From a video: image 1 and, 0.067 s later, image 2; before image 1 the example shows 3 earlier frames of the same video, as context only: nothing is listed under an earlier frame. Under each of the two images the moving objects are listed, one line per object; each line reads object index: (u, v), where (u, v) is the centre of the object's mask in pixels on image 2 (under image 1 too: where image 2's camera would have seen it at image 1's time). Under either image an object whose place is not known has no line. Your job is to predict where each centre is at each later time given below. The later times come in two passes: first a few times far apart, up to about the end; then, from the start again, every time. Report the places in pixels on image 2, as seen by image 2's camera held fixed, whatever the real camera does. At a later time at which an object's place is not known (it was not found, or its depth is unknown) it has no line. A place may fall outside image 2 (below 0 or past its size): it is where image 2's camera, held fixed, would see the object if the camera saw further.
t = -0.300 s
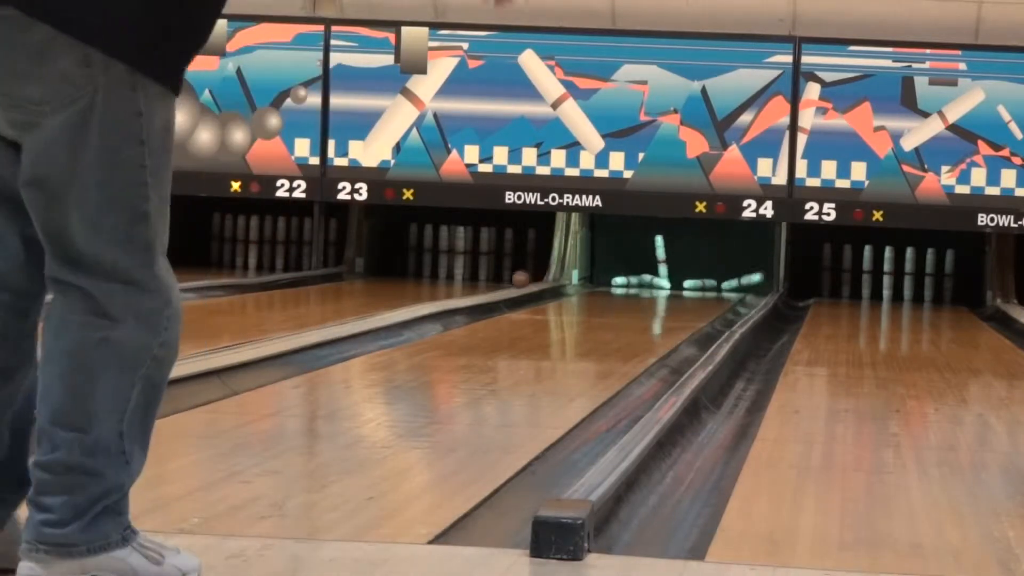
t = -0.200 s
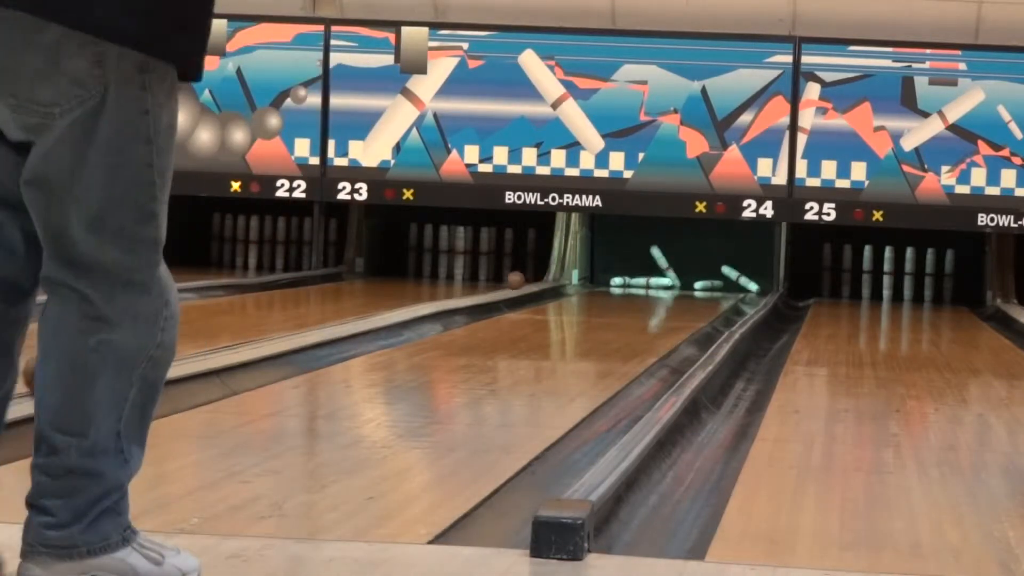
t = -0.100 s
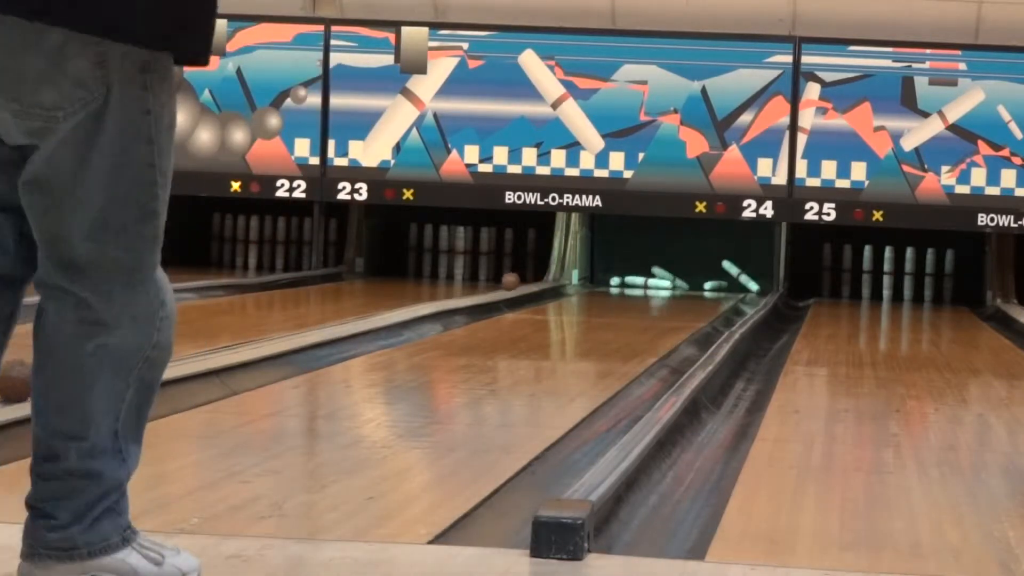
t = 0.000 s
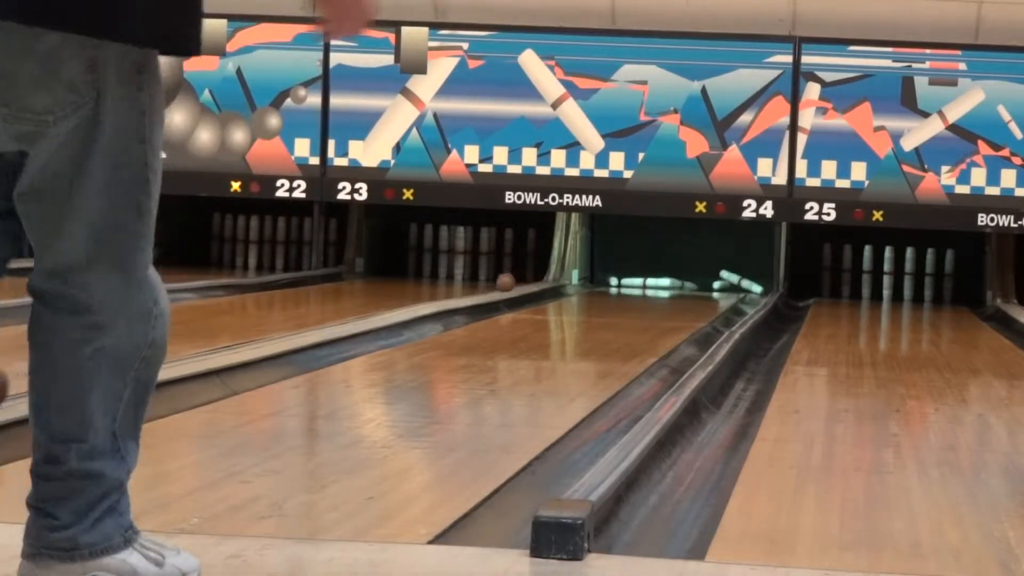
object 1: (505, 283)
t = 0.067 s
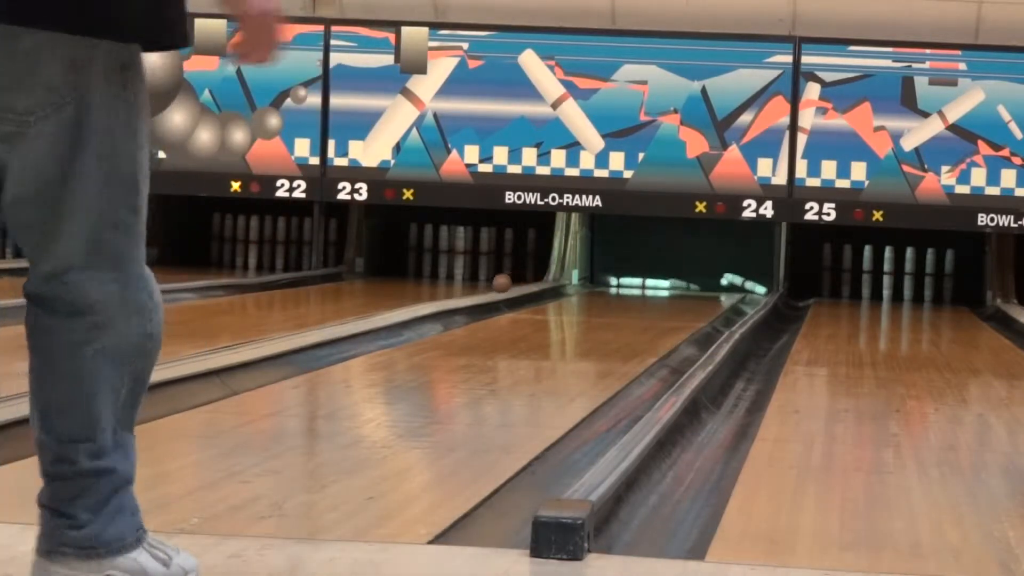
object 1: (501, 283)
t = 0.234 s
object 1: (493, 285)
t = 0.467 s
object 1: (479, 287)
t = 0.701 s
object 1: (464, 289)
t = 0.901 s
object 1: (450, 291)
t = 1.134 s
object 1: (433, 293)
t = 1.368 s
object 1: (414, 297)
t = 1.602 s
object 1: (394, 301)
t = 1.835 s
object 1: (372, 307)
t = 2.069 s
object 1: (348, 312)
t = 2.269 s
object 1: (325, 317)
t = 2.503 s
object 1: (297, 322)
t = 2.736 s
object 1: (265, 332)
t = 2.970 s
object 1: (229, 339)
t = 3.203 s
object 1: (188, 346)
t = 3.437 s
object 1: (141, 356)
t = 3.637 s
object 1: (96, 363)
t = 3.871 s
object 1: (37, 376)
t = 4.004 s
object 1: (9, 384)
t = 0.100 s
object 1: (500, 283)
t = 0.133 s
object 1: (498, 284)
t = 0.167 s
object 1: (496, 284)
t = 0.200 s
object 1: (495, 284)
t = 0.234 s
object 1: (493, 285)
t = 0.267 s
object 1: (491, 285)
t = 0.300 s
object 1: (488, 286)
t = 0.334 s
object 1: (487, 286)
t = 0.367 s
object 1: (485, 286)
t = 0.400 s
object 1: (482, 287)
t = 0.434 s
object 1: (481, 287)
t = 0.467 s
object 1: (479, 287)
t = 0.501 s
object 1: (477, 287)
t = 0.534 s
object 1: (475, 288)
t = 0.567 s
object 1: (473, 288)
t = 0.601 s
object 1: (470, 288)
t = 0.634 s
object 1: (469, 289)
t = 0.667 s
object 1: (466, 289)
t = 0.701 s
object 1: (464, 289)
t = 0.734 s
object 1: (462, 290)
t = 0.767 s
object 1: (459, 290)
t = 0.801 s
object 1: (457, 291)
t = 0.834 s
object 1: (455, 291)
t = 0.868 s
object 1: (452, 291)
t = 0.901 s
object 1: (450, 291)
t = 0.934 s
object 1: (447, 292)
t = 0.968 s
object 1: (444, 292)
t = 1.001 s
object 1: (443, 292)
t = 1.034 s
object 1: (440, 292)
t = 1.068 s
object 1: (437, 293)
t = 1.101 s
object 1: (435, 293)
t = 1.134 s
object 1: (433, 293)
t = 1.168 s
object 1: (430, 294)
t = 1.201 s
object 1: (427, 294)
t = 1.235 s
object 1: (425, 295)
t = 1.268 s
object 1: (423, 295)
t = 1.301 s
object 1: (420, 295)
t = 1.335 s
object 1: (417, 296)
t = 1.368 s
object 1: (414, 297)
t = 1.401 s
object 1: (411, 298)
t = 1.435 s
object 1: (408, 298)
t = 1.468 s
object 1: (406, 298)
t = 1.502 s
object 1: (403, 299)
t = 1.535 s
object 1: (400, 300)
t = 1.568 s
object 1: (397, 301)
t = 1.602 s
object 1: (394, 301)
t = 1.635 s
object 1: (391, 302)
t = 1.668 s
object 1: (388, 303)
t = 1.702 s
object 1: (385, 304)
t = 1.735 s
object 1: (382, 305)
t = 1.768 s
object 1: (379, 305)
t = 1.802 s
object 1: (375, 306)
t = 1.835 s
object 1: (372, 307)
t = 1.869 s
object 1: (369, 308)
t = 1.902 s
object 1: (366, 308)
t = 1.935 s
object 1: (363, 309)
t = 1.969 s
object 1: (359, 310)
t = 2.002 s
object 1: (356, 310)
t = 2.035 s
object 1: (353, 311)
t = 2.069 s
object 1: (348, 312)
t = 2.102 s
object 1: (345, 312)
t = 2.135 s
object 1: (342, 313)
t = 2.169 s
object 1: (338, 314)
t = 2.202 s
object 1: (334, 315)
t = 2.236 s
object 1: (330, 316)
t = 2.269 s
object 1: (325, 317)
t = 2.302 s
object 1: (321, 317)
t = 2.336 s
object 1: (319, 318)
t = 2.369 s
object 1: (314, 320)
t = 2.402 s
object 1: (309, 320)
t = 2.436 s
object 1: (305, 321)
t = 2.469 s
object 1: (301, 321)
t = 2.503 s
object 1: (297, 322)
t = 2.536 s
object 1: (292, 324)
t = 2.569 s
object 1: (288, 325)
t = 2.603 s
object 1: (284, 325)
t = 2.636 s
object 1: (280, 326)
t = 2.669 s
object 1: (274, 328)
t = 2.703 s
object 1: (270, 331)
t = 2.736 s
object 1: (265, 332)
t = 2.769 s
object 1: (260, 333)
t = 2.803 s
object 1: (255, 334)
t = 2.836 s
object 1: (250, 334)
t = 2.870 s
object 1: (245, 335)
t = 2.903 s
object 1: (239, 337)
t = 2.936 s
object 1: (234, 338)
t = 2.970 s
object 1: (229, 339)
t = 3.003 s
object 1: (223, 339)
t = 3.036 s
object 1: (217, 341)
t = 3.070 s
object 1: (212, 342)
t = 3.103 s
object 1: (206, 343)
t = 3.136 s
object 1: (200, 344)
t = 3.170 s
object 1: (194, 345)
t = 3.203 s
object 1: (188, 346)
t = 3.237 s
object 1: (182, 348)
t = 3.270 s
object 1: (175, 349)
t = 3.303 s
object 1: (169, 351)
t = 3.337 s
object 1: (162, 351)
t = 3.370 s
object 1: (155, 353)
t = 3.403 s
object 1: (148, 355)
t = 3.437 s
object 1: (141, 356)
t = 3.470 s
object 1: (134, 357)
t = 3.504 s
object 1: (127, 357)
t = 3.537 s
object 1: (119, 359)
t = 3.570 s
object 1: (111, 360)
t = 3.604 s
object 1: (104, 362)
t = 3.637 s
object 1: (96, 363)
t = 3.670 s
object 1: (88, 365)
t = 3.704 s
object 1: (80, 367)
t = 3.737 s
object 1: (72, 368)
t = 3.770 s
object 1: (63, 370)
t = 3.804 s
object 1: (55, 372)
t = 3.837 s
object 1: (46, 374)
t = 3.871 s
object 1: (37, 376)
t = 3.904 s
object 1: (27, 378)
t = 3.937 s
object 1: (19, 380)
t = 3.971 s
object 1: (14, 382)
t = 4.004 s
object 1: (9, 384)
